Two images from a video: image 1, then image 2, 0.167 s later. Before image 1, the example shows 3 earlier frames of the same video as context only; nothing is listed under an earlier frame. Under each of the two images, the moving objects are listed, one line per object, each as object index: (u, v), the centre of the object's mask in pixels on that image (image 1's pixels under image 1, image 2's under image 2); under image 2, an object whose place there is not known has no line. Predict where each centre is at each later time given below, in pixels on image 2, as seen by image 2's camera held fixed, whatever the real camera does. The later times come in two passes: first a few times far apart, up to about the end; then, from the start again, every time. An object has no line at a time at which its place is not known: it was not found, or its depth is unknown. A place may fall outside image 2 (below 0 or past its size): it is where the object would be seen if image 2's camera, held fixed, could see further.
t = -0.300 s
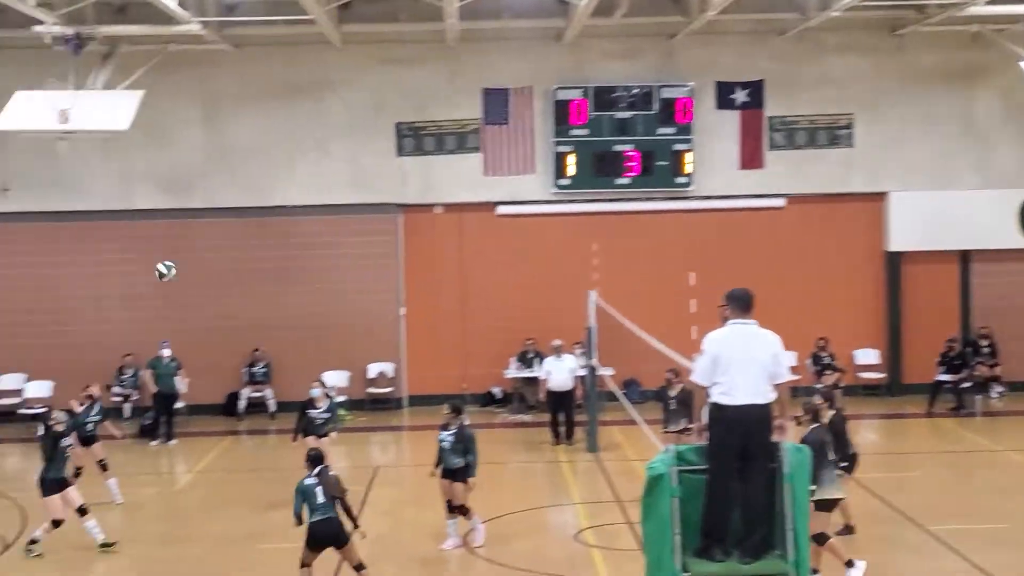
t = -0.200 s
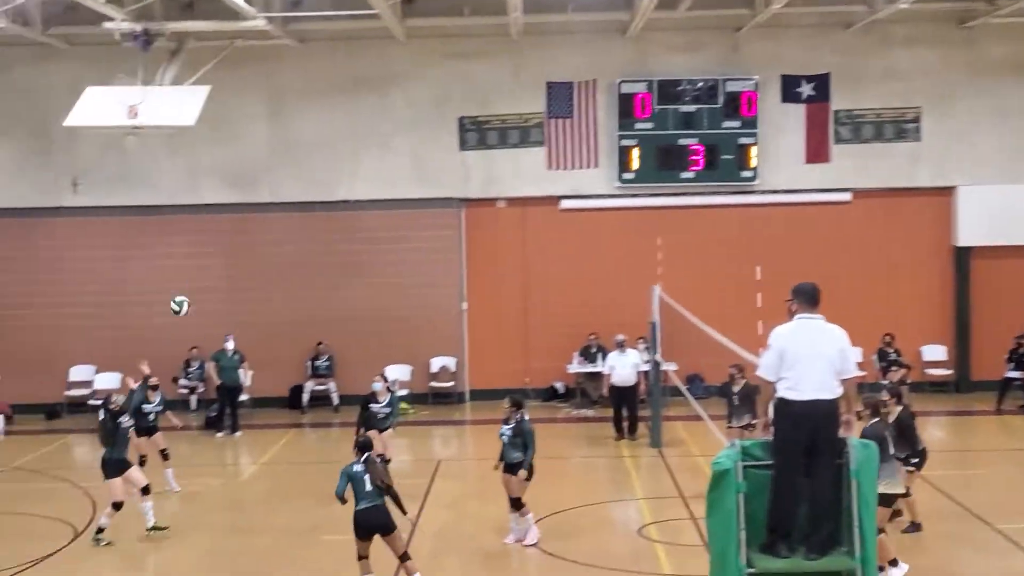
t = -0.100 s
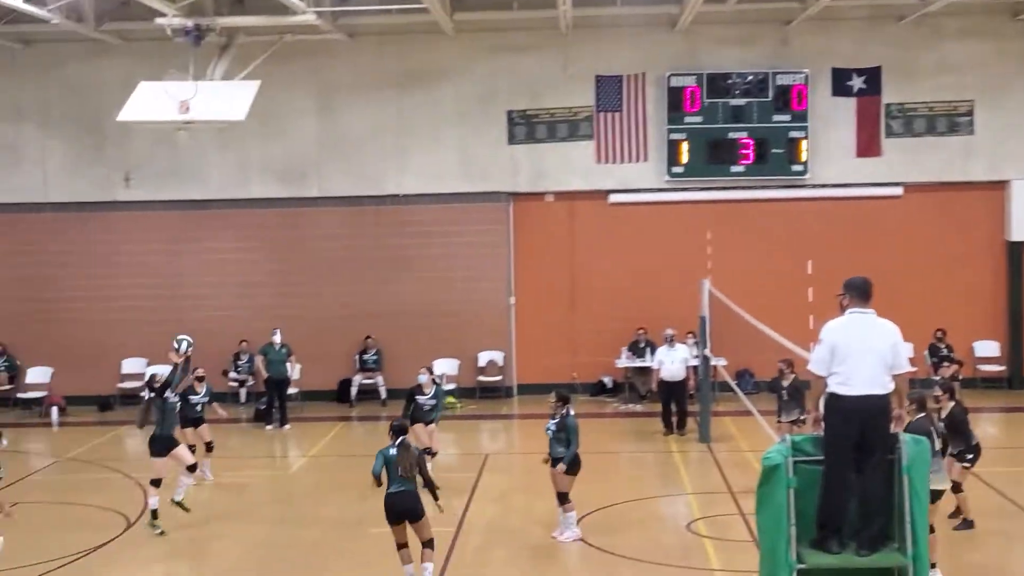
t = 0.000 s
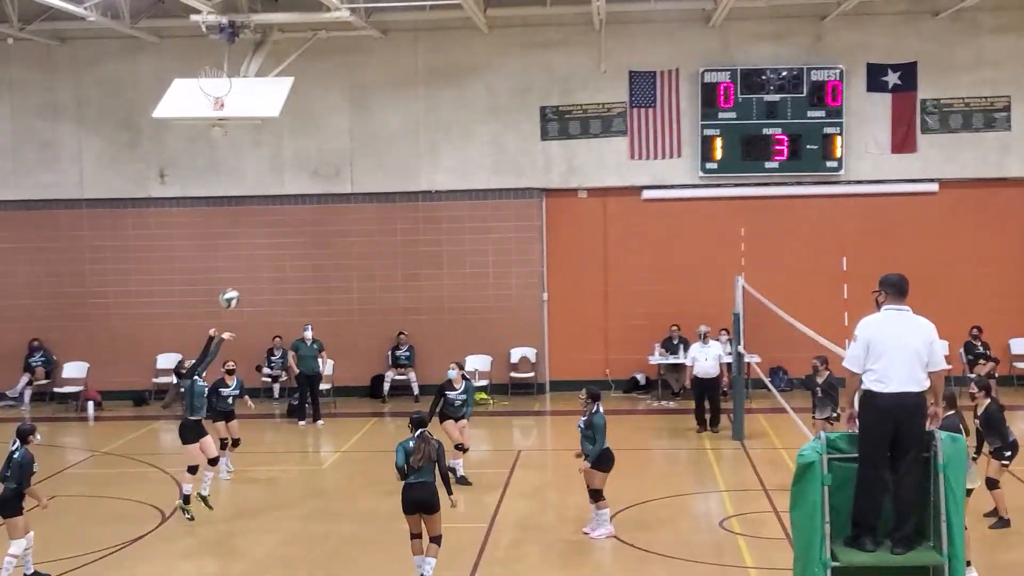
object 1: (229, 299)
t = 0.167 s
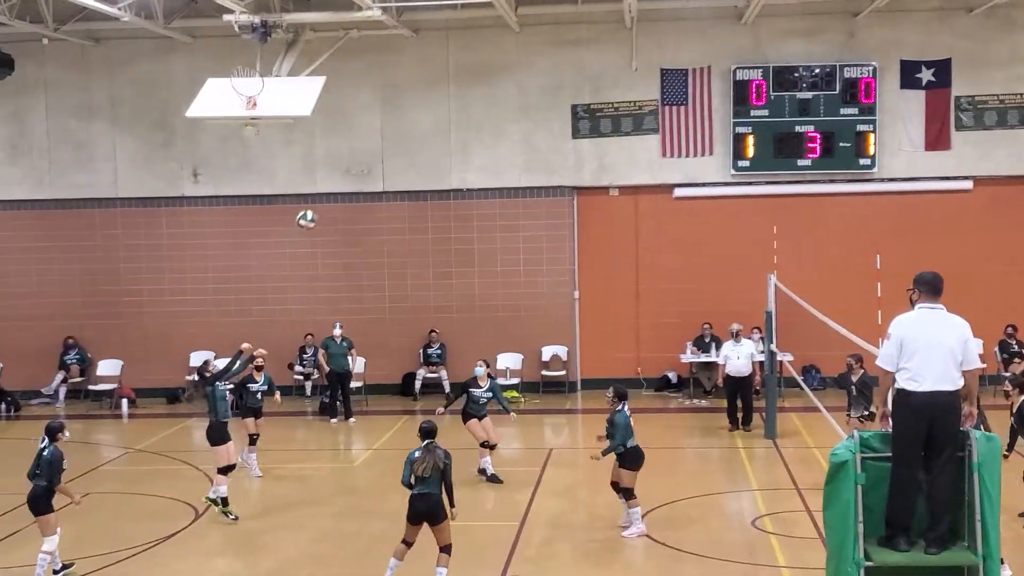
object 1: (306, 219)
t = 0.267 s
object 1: (333, 186)
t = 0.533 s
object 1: (403, 143)
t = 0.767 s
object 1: (463, 156)
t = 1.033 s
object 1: (529, 226)
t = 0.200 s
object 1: (315, 207)
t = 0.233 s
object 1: (324, 196)
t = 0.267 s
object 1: (333, 186)
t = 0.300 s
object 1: (342, 178)
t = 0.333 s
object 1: (351, 170)
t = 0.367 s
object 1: (360, 163)
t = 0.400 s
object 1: (368, 157)
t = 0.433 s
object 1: (377, 152)
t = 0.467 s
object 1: (386, 148)
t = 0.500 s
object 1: (394, 145)
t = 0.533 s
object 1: (403, 143)
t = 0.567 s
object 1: (412, 142)
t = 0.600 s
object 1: (420, 142)
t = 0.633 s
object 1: (430, 143)
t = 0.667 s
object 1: (438, 144)
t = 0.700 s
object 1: (446, 147)
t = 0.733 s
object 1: (454, 151)
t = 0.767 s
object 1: (463, 156)
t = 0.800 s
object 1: (472, 162)
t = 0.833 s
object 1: (480, 168)
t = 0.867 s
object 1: (488, 176)
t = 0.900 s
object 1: (497, 184)
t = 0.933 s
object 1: (505, 193)
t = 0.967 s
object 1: (513, 202)
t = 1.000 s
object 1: (521, 214)
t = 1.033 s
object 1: (529, 226)
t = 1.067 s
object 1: (537, 238)
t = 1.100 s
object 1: (545, 252)
